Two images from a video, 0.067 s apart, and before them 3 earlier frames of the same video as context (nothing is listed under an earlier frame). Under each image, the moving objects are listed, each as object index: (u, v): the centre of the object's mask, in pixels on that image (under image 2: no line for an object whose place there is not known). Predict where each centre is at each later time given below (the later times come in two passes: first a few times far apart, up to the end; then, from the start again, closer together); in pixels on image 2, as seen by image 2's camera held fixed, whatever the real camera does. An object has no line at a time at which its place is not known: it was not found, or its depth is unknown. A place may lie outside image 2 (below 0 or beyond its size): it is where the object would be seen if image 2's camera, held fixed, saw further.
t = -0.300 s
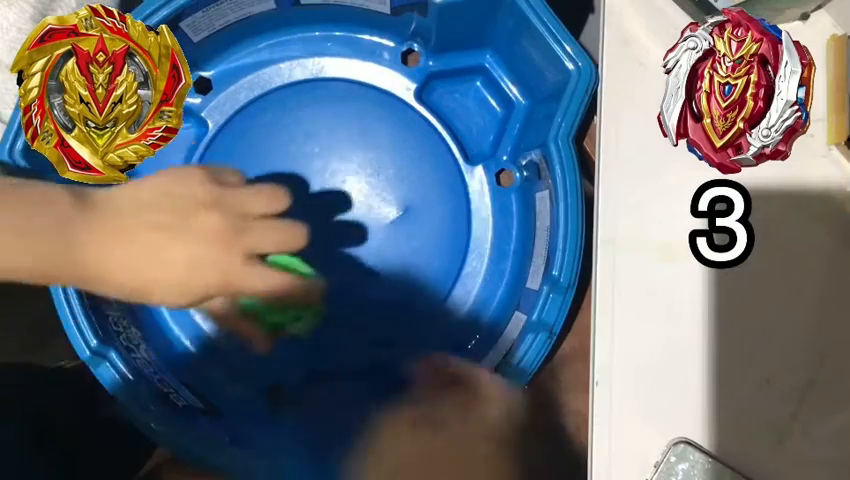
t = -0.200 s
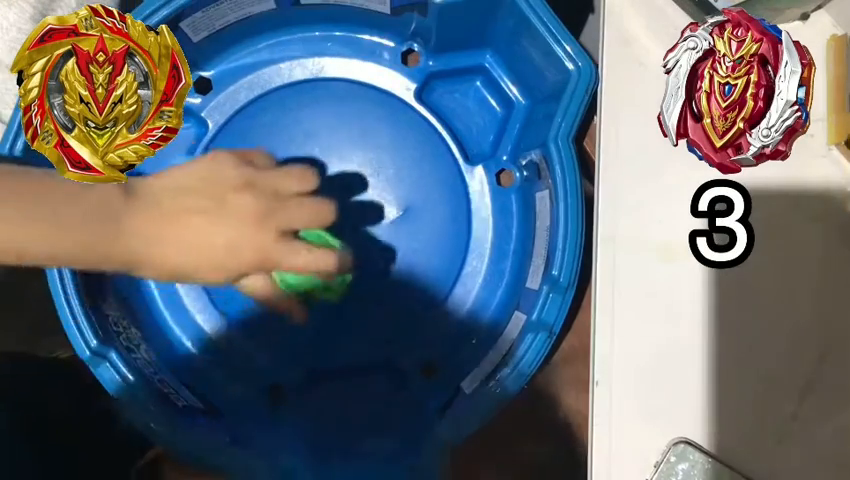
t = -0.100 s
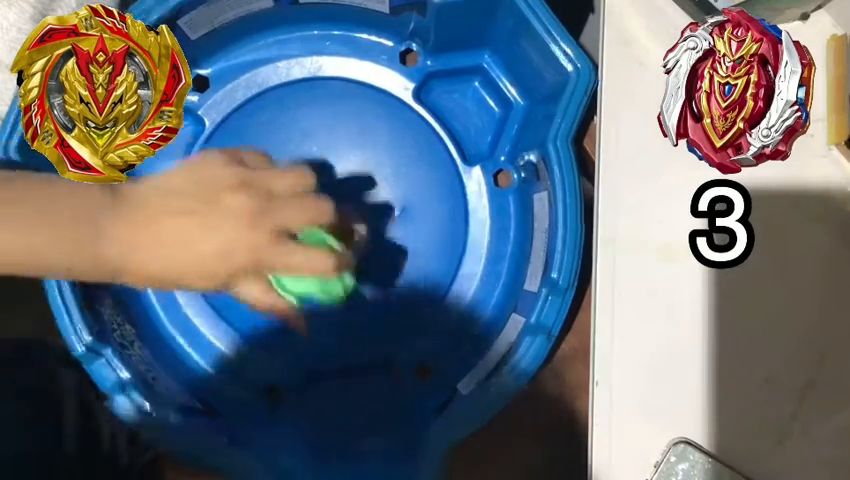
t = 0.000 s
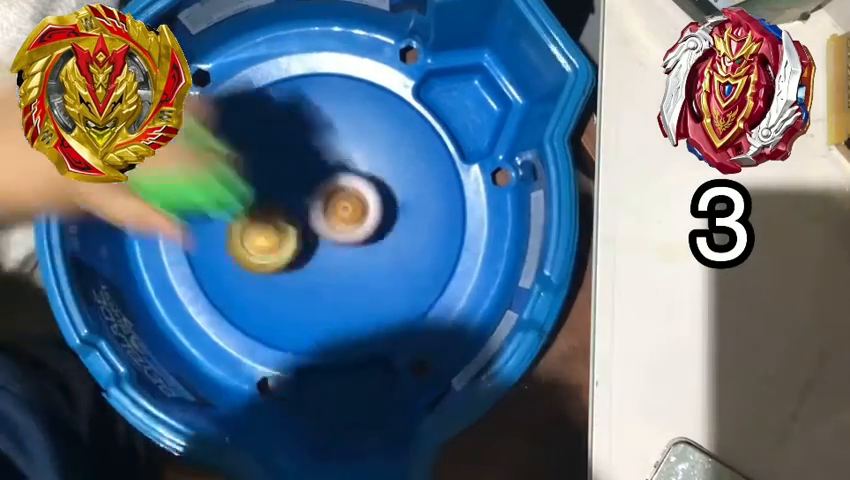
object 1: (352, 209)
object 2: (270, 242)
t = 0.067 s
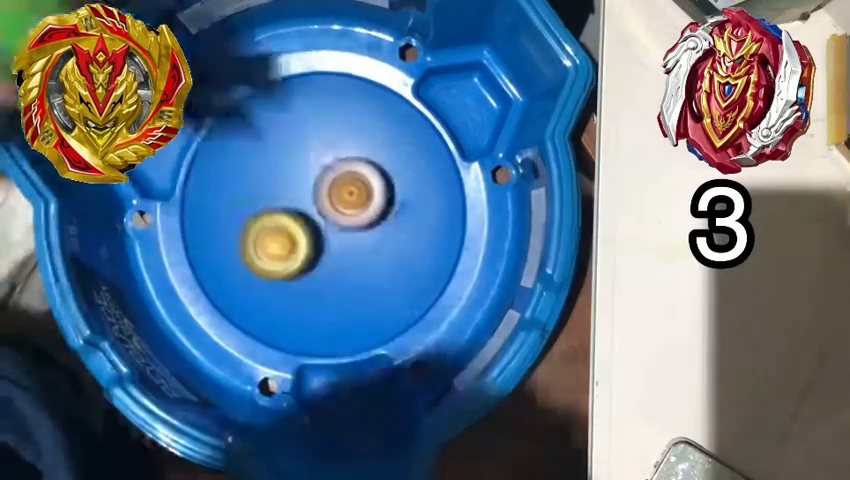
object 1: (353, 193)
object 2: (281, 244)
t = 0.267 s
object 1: (331, 166)
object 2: (314, 247)
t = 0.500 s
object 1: (297, 136)
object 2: (333, 239)
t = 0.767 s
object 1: (258, 172)
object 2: (334, 215)
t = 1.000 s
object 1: (225, 195)
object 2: (354, 222)
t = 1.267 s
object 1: (265, 230)
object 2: (356, 219)
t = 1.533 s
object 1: (207, 221)
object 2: (449, 213)
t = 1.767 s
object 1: (254, 233)
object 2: (420, 186)
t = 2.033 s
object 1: (248, 210)
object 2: (386, 230)
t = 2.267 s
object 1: (203, 209)
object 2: (403, 255)
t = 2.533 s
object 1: (247, 224)
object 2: (374, 263)
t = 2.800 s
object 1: (262, 157)
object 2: (361, 285)
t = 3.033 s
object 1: (261, 136)
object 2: (348, 258)
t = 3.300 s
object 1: (292, 150)
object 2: (340, 212)
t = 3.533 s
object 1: (310, 149)
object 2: (345, 246)
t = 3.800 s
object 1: (334, 165)
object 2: (330, 278)
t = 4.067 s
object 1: (364, 189)
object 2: (334, 290)
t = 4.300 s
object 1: (388, 149)
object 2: (294, 320)
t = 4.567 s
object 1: (369, 183)
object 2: (277, 270)
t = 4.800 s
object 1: (373, 223)
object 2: (284, 203)
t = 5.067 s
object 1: (370, 245)
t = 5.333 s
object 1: (342, 250)
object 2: (379, 184)
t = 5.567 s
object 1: (302, 258)
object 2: (378, 229)
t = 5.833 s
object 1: (245, 258)
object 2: (356, 261)
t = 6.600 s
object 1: (254, 186)
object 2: (395, 167)
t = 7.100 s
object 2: (424, 237)
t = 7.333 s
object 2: (400, 266)
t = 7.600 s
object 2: (295, 252)
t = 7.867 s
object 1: (395, 260)
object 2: (236, 187)
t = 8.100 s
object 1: (380, 267)
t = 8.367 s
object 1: (336, 261)
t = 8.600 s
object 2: (386, 265)
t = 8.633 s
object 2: (380, 272)
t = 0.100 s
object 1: (351, 186)
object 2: (287, 246)
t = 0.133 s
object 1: (350, 180)
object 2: (291, 247)
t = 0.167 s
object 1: (347, 175)
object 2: (298, 247)
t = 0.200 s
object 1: (342, 172)
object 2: (305, 246)
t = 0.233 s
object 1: (336, 170)
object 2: (312, 246)
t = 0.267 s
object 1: (331, 166)
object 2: (314, 247)
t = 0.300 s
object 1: (330, 155)
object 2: (313, 253)
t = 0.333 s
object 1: (327, 147)
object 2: (314, 254)
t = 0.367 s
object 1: (322, 141)
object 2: (316, 254)
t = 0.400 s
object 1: (316, 137)
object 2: (320, 252)
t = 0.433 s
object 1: (310, 135)
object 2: (326, 249)
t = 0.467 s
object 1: (304, 135)
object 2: (330, 244)
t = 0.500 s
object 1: (297, 136)
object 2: (333, 239)
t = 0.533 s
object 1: (292, 138)
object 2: (333, 235)
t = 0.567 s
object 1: (286, 141)
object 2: (333, 231)
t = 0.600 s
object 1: (280, 145)
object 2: (334, 227)
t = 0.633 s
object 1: (276, 151)
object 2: (334, 224)
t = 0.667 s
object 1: (271, 157)
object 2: (333, 220)
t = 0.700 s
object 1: (268, 163)
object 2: (332, 217)
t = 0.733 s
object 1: (265, 170)
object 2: (331, 214)
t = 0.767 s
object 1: (258, 172)
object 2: (334, 215)
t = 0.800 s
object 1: (244, 169)
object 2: (342, 222)
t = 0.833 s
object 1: (235, 168)
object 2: (346, 227)
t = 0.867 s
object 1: (229, 171)
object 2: (347, 227)
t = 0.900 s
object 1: (226, 176)
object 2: (349, 225)
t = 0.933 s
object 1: (224, 182)
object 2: (351, 224)
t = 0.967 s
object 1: (224, 188)
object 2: (354, 223)
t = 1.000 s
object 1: (225, 195)
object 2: (354, 222)
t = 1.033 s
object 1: (226, 202)
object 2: (355, 222)
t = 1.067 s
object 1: (229, 208)
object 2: (355, 221)
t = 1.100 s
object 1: (233, 213)
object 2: (356, 220)
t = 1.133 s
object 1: (238, 218)
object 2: (356, 220)
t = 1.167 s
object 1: (244, 223)
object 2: (357, 220)
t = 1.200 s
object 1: (250, 226)
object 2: (357, 219)
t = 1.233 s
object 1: (257, 228)
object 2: (357, 219)
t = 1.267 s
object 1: (265, 230)
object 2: (356, 219)
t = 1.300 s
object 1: (273, 231)
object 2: (355, 218)
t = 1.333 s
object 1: (272, 230)
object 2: (358, 218)
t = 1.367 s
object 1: (244, 226)
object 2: (388, 221)
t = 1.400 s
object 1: (219, 222)
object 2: (409, 222)
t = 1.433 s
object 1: (201, 219)
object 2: (425, 221)
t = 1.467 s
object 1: (198, 220)
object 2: (438, 220)
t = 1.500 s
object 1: (202, 220)
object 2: (445, 217)
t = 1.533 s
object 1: (207, 221)
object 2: (449, 213)
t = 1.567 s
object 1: (214, 224)
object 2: (451, 210)
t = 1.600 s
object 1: (222, 226)
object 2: (449, 205)
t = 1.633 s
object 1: (229, 228)
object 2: (445, 199)
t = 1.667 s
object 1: (236, 230)
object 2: (441, 192)
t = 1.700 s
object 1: (243, 232)
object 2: (434, 188)
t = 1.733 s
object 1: (249, 233)
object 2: (428, 186)
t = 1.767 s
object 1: (254, 233)
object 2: (420, 186)
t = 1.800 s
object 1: (259, 232)
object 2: (412, 188)
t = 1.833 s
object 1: (263, 232)
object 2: (404, 190)
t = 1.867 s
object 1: (268, 230)
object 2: (394, 195)
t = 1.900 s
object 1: (272, 228)
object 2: (384, 200)
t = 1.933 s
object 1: (277, 226)
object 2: (373, 206)
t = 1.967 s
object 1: (282, 223)
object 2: (364, 212)
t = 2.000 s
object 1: (273, 218)
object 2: (368, 220)
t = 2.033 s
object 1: (248, 210)
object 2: (386, 230)
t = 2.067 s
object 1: (227, 202)
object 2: (397, 238)
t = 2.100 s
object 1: (213, 197)
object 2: (403, 244)
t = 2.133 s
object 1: (204, 195)
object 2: (404, 247)
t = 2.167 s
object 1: (201, 197)
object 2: (405, 249)
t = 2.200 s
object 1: (200, 200)
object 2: (405, 251)
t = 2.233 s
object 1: (201, 204)
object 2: (404, 253)
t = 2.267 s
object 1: (203, 209)
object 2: (403, 255)
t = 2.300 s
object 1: (207, 214)
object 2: (402, 257)
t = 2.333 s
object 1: (211, 217)
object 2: (400, 259)
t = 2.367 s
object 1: (215, 220)
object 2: (397, 260)
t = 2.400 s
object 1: (221, 223)
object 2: (393, 261)
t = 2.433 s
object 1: (226, 224)
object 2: (389, 262)
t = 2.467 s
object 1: (233, 225)
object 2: (384, 263)
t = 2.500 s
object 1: (240, 225)
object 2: (379, 263)
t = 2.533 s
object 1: (247, 224)
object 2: (374, 263)
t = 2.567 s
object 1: (253, 223)
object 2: (368, 262)
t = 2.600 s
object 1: (260, 221)
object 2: (362, 261)
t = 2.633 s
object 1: (267, 219)
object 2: (356, 260)
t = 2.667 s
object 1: (274, 216)
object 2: (349, 258)
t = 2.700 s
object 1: (279, 212)
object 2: (343, 256)
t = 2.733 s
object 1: (272, 191)
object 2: (352, 270)
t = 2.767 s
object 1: (266, 171)
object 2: (359, 280)
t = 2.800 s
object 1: (262, 157)
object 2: (361, 285)
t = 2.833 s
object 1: (260, 147)
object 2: (361, 285)
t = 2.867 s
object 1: (260, 141)
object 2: (360, 283)
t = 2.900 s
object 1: (259, 138)
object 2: (357, 280)
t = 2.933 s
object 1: (259, 136)
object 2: (355, 276)
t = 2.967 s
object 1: (259, 135)
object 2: (353, 271)
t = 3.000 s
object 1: (260, 135)
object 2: (350, 264)
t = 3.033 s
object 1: (261, 136)
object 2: (348, 258)
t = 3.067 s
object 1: (264, 137)
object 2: (347, 252)
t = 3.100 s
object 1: (267, 138)
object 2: (346, 245)
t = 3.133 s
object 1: (270, 140)
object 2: (345, 238)
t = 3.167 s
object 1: (274, 141)
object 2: (343, 232)
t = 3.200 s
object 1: (278, 143)
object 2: (343, 226)
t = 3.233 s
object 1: (282, 145)
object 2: (343, 220)
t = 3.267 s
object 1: (287, 147)
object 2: (341, 216)
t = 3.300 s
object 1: (292, 150)
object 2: (340, 212)
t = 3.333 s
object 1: (292, 146)
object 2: (344, 218)
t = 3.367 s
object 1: (293, 140)
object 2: (348, 228)
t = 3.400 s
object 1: (295, 138)
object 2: (350, 235)
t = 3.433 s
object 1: (299, 138)
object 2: (351, 240)
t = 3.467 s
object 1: (303, 141)
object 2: (350, 244)
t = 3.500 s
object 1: (307, 144)
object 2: (348, 246)
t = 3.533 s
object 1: (310, 149)
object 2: (345, 246)
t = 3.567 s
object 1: (313, 154)
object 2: (342, 245)
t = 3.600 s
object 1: (316, 160)
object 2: (338, 245)
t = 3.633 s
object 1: (319, 165)
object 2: (336, 245)
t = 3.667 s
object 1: (321, 169)
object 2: (335, 245)
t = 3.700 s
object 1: (324, 168)
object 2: (333, 252)
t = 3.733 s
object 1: (328, 165)
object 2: (332, 262)
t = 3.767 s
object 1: (331, 165)
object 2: (331, 270)
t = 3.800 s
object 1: (334, 165)
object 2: (330, 278)
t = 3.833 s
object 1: (338, 168)
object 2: (330, 283)
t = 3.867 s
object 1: (341, 172)
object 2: (330, 286)
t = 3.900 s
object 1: (344, 177)
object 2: (332, 286)
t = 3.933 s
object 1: (347, 182)
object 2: (334, 284)
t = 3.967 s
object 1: (349, 188)
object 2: (336, 282)
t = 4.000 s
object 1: (351, 194)
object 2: (339, 279)
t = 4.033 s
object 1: (353, 200)
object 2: (341, 276)
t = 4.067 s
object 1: (364, 189)
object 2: (334, 290)
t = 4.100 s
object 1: (374, 173)
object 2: (325, 306)
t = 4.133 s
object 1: (382, 161)
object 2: (317, 316)
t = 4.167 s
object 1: (387, 154)
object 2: (311, 321)
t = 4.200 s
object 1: (390, 150)
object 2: (305, 323)
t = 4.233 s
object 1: (391, 149)
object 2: (301, 323)
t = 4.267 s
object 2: (297, 322)
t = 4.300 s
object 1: (388, 149)
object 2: (294, 320)
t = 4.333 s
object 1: (386, 151)
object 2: (290, 318)
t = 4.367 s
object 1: (384, 153)
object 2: (286, 314)
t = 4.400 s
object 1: (381, 156)
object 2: (283, 309)
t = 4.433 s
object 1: (378, 161)
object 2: (280, 303)
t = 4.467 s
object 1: (376, 165)
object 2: (279, 296)
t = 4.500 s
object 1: (373, 170)
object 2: (278, 287)
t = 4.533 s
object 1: (371, 176)
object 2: (277, 279)
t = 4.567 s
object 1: (369, 183)
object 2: (277, 270)
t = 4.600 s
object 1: (367, 188)
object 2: (279, 260)
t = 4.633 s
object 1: (365, 195)
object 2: (281, 250)
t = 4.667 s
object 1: (362, 201)
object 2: (282, 242)
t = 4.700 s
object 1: (360, 207)
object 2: (286, 232)
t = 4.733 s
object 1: (364, 212)
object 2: (285, 222)
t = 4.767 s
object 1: (369, 217)
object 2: (283, 211)
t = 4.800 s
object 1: (373, 223)
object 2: (284, 203)
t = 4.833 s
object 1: (376, 227)
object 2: (288, 195)
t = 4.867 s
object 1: (378, 230)
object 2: (293, 188)
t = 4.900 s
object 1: (379, 234)
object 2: (299, 182)
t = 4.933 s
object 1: (378, 237)
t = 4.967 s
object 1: (377, 240)
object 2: (313, 173)
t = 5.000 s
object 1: (375, 241)
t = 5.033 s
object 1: (373, 243)
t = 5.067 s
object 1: (370, 245)
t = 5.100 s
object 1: (368, 246)
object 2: (341, 164)
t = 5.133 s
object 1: (364, 247)
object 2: (348, 164)
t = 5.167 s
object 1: (361, 247)
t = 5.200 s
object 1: (358, 248)
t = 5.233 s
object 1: (354, 248)
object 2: (366, 170)
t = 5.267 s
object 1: (351, 248)
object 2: (371, 174)
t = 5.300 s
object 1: (346, 249)
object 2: (375, 179)
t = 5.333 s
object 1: (342, 250)
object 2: (379, 184)
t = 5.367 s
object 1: (336, 251)
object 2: (382, 188)
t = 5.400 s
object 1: (330, 252)
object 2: (383, 194)
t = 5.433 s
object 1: (325, 254)
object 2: (385, 201)
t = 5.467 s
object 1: (319, 255)
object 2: (385, 208)
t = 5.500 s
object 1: (313, 257)
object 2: (383, 216)
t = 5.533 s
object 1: (307, 258)
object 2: (381, 223)
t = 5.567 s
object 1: (302, 258)
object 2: (378, 229)
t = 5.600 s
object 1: (297, 260)
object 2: (375, 234)
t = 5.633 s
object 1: (293, 260)
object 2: (370, 240)
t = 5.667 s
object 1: (290, 260)
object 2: (365, 245)
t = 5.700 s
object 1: (284, 261)
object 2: (362, 249)
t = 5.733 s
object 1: (278, 262)
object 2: (357, 253)
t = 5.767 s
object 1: (273, 262)
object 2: (351, 256)
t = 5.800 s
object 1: (263, 260)
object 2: (351, 258)
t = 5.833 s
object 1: (245, 258)
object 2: (356, 261)
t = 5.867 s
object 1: (227, 257)
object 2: (358, 262)
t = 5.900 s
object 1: (210, 256)
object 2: (357, 262)
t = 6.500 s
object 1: (238, 188)
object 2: (419, 169)
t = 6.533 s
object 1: (243, 188)
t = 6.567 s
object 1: (248, 187)
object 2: (406, 168)
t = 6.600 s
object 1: (254, 186)
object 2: (395, 167)
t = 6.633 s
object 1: (260, 185)
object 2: (384, 166)
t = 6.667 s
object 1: (268, 182)
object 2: (372, 166)
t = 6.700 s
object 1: (275, 179)
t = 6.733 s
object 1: (281, 176)
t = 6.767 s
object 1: (282, 169)
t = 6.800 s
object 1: (279, 158)
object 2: (363, 180)
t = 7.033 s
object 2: (416, 225)
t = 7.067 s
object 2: (420, 231)
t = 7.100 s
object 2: (424, 237)
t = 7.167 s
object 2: (425, 249)
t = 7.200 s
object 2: (424, 253)
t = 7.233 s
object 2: (421, 258)
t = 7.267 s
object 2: (415, 260)
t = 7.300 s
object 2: (409, 263)
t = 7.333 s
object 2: (400, 266)
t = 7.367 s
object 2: (390, 267)
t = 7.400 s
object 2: (379, 268)
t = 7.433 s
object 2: (367, 268)
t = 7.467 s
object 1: (380, 180)
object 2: (353, 268)
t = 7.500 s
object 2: (339, 265)
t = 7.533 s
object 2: (324, 262)
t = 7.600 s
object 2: (295, 252)
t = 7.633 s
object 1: (391, 212)
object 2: (282, 246)
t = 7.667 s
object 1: (391, 220)
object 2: (270, 238)
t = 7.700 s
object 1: (391, 228)
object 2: (259, 230)
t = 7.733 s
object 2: (250, 221)
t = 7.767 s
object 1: (393, 243)
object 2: (243, 212)
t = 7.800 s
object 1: (394, 249)
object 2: (238, 203)
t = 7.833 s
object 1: (395, 255)
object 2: (236, 194)
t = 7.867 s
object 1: (395, 260)
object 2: (236, 187)
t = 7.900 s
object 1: (395, 264)
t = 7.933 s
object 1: (394, 267)
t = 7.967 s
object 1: (392, 269)
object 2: (249, 168)
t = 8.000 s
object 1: (390, 270)
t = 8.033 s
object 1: (387, 269)
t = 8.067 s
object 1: (384, 268)
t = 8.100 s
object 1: (380, 267)
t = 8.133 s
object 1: (377, 265)
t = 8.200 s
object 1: (368, 264)
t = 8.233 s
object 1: (362, 263)
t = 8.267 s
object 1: (357, 262)
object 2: (351, 169)
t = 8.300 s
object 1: (351, 262)
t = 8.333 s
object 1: (344, 261)
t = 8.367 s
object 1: (336, 261)
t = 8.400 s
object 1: (328, 260)
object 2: (388, 204)
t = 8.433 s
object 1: (320, 259)
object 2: (392, 215)
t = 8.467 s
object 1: (312, 257)
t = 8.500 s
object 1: (304, 255)
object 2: (395, 235)
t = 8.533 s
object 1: (295, 254)
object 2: (394, 246)
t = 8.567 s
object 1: (287, 252)
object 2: (391, 255)
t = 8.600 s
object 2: (386, 265)
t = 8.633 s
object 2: (380, 272)
